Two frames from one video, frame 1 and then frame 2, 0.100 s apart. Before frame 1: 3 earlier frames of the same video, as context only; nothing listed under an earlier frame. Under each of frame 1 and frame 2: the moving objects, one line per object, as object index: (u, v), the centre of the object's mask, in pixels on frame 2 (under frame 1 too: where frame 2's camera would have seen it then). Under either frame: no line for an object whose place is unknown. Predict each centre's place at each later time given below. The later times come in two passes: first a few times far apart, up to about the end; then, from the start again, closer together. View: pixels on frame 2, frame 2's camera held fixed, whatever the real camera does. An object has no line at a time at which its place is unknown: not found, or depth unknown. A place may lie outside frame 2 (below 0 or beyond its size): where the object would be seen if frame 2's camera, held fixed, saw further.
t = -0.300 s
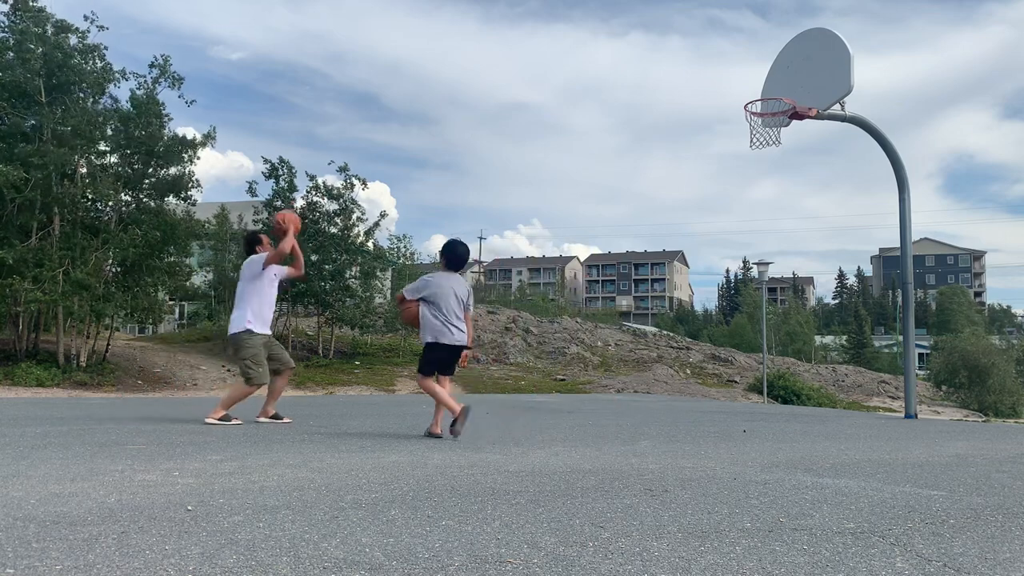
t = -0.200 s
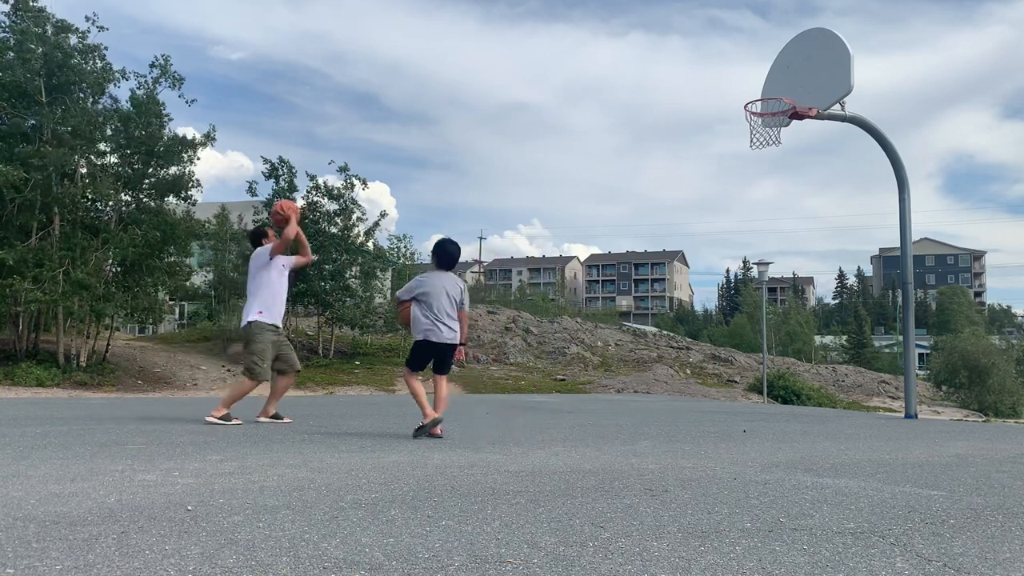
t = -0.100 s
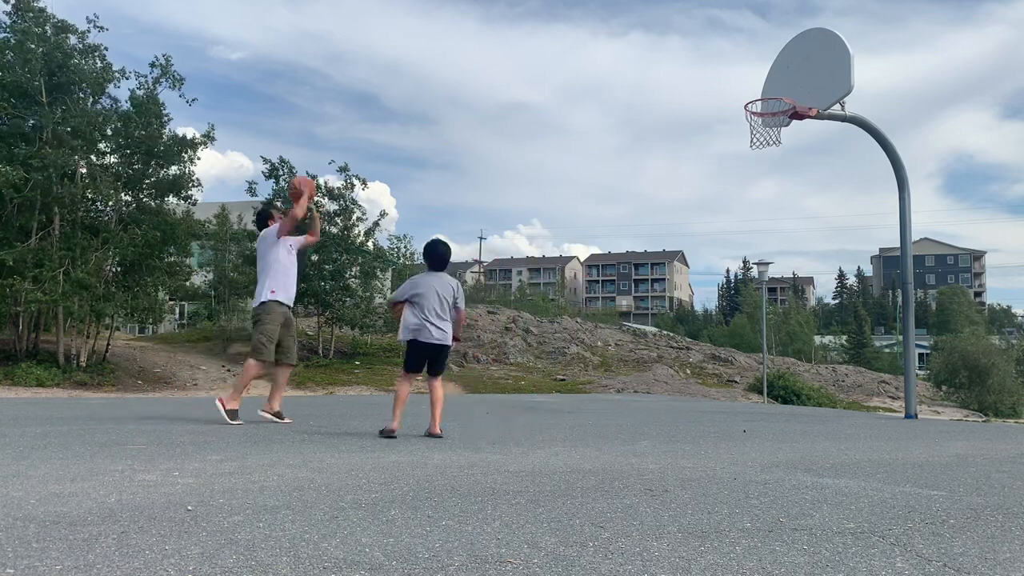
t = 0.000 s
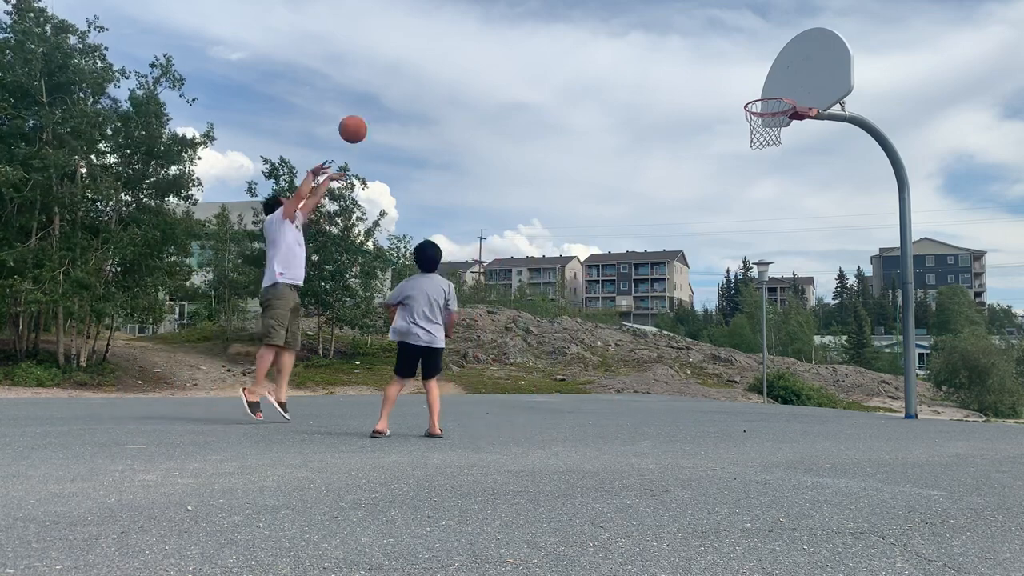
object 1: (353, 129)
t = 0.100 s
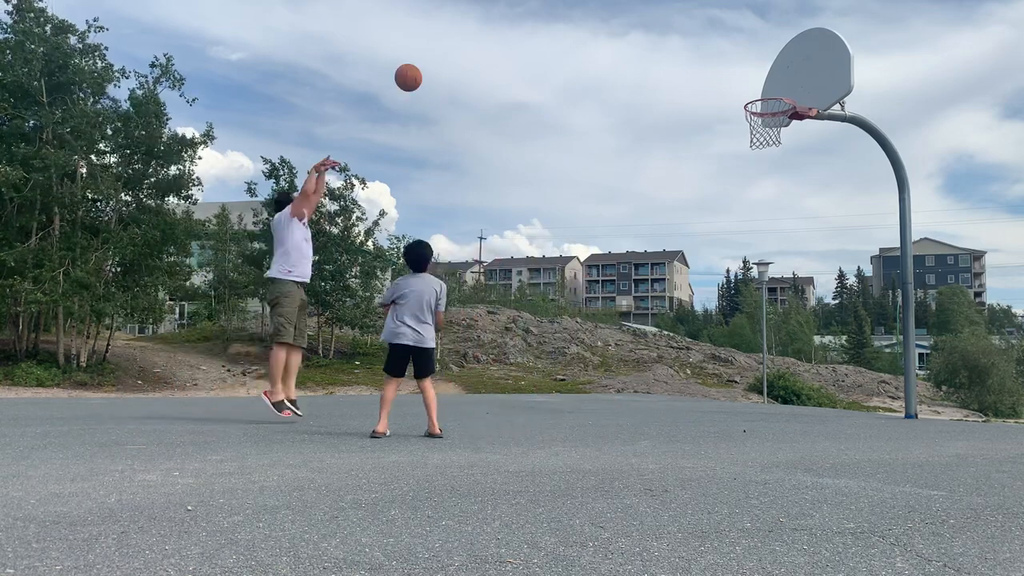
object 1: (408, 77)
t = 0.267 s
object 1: (494, 21)
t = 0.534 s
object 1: (614, 6)
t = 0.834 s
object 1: (728, 65)
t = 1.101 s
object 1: (782, 76)
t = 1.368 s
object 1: (772, 52)
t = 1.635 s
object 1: (758, 106)
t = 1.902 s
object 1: (740, 249)
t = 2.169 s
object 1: (729, 365)
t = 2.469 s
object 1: (734, 213)
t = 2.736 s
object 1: (735, 171)
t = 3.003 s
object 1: (732, 230)
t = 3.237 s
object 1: (726, 378)
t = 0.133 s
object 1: (426, 63)
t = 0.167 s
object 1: (443, 50)
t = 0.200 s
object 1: (461, 39)
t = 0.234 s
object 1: (477, 29)
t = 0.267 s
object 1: (494, 21)
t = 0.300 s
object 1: (510, 14)
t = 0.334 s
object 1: (526, 10)
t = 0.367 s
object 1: (541, 8)
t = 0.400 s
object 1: (556, 6)
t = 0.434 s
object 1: (571, 5)
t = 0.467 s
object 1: (586, 5)
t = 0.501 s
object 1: (600, 5)
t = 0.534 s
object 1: (614, 6)
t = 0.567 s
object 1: (628, 7)
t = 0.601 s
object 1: (642, 9)
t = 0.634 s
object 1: (655, 12)
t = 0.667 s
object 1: (668, 19)
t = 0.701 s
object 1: (680, 26)
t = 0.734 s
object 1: (693, 34)
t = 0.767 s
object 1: (705, 44)
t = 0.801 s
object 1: (717, 54)
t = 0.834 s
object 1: (728, 65)
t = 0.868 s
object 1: (740, 77)
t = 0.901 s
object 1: (751, 90)
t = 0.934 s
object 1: (762, 105)
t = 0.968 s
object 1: (772, 101)
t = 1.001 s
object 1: (782, 97)
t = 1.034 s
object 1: (785, 90)
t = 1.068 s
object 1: (784, 83)
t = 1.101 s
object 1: (782, 76)
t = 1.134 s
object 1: (781, 69)
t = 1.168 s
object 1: (780, 64)
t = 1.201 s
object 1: (779, 59)
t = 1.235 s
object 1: (778, 55)
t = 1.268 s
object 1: (777, 53)
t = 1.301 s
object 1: (775, 51)
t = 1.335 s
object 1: (774, 51)
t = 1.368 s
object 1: (772, 52)
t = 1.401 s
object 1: (771, 55)
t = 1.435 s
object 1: (769, 58)
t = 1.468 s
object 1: (768, 63)
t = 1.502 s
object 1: (766, 68)
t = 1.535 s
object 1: (764, 76)
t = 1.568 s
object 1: (763, 84)
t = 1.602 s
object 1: (761, 94)
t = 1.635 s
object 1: (758, 106)
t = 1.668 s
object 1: (757, 119)
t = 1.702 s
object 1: (754, 132)
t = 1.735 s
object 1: (752, 148)
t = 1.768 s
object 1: (750, 165)
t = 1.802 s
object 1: (748, 183)
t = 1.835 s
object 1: (745, 203)
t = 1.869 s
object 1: (743, 226)
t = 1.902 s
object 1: (740, 249)
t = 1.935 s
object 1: (738, 274)
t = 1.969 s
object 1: (736, 301)
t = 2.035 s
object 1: (731, 360)
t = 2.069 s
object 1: (729, 393)
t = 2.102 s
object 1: (727, 414)
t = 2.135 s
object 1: (729, 390)
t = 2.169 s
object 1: (729, 365)
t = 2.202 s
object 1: (730, 344)
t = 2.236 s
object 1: (731, 324)
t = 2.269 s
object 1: (731, 303)
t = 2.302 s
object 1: (732, 284)
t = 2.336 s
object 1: (732, 267)
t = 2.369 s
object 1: (732, 252)
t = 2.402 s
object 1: (733, 238)
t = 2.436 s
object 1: (734, 225)
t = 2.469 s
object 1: (734, 213)
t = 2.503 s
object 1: (734, 203)
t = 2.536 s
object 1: (735, 194)
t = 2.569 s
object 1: (735, 186)
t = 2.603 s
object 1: (735, 180)
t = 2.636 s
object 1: (735, 175)
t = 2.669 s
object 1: (735, 172)
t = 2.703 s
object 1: (735, 171)
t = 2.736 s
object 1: (735, 171)
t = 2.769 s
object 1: (735, 172)
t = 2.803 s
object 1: (735, 175)
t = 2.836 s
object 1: (735, 180)
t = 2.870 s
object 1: (735, 187)
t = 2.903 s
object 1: (734, 195)
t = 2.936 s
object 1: (734, 205)
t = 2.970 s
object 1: (733, 216)
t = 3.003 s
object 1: (732, 230)
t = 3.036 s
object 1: (731, 245)
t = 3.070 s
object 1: (731, 262)
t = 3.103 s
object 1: (730, 280)
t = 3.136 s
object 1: (729, 302)
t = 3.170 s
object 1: (728, 325)
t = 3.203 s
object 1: (727, 351)
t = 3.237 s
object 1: (726, 378)
